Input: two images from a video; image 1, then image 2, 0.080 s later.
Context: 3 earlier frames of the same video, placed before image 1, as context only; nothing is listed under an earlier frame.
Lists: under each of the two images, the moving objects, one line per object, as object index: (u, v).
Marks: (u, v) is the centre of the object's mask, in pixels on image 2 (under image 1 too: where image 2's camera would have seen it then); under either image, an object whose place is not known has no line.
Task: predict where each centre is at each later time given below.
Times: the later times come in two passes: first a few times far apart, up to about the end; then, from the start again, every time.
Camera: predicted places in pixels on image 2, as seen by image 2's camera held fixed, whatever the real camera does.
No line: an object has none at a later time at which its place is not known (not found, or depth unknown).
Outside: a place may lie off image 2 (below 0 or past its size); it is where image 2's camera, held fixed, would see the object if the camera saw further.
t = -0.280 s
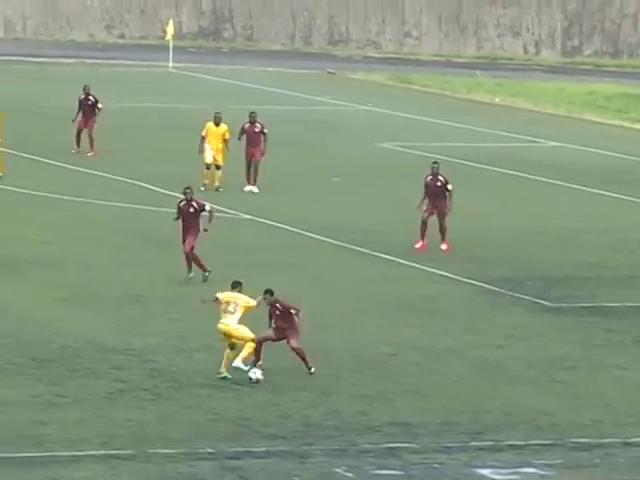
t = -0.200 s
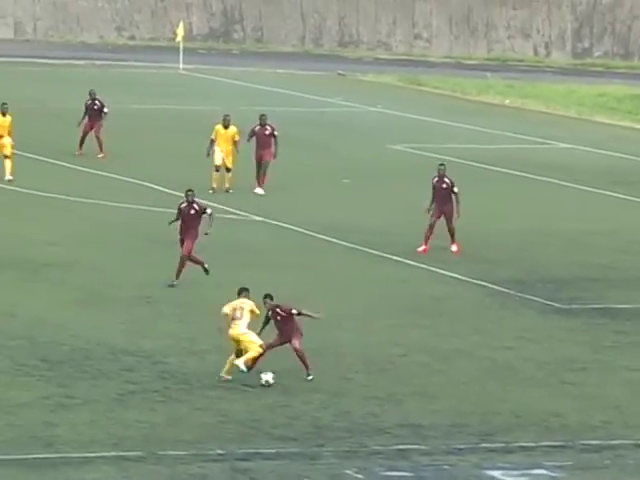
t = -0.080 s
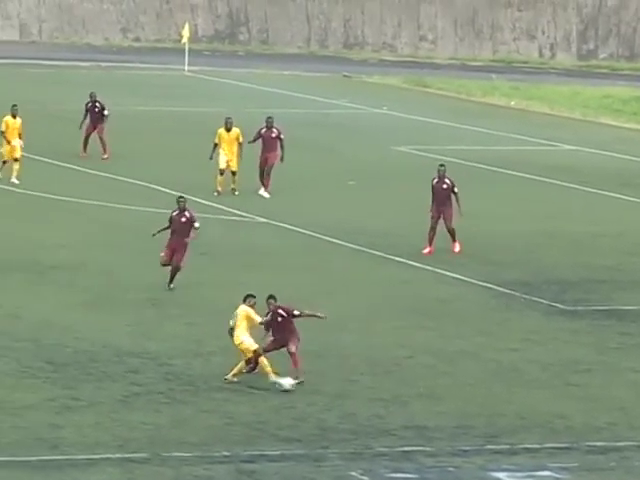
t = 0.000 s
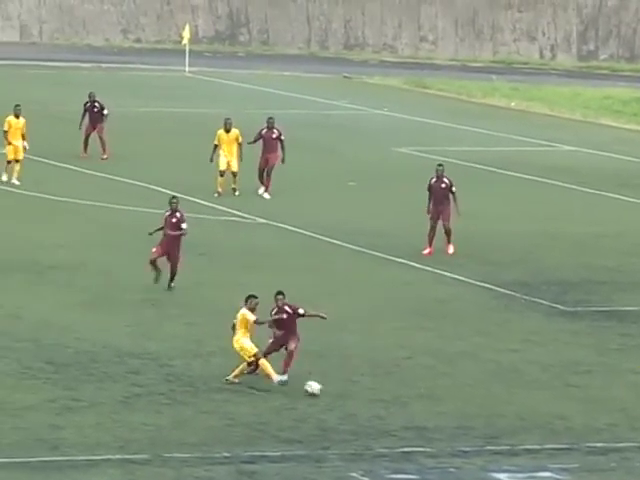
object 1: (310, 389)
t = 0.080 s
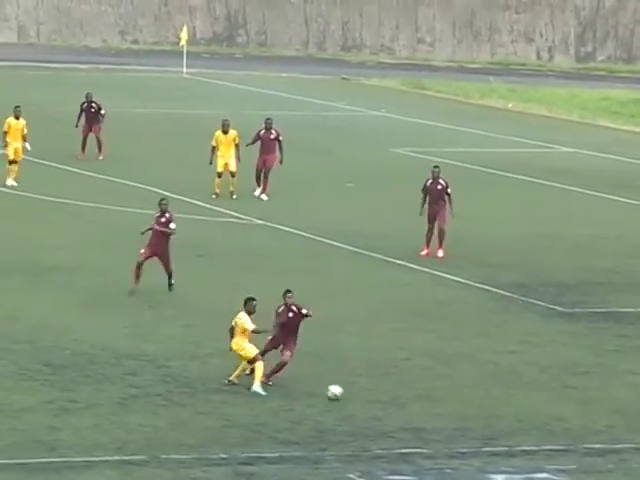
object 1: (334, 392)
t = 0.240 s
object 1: (377, 399)
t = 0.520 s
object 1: (442, 408)
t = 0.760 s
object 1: (495, 416)
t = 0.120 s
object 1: (345, 393)
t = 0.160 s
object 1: (357, 396)
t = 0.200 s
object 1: (366, 398)
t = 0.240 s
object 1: (377, 399)
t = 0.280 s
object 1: (386, 400)
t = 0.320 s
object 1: (395, 401)
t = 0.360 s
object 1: (405, 403)
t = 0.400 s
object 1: (414, 404)
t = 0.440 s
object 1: (422, 404)
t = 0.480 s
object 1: (433, 405)
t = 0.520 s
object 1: (442, 408)
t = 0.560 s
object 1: (450, 409)
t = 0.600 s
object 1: (460, 409)
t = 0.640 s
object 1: (469, 411)
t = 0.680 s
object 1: (477, 412)
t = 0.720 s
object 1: (486, 416)
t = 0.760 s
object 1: (495, 416)
